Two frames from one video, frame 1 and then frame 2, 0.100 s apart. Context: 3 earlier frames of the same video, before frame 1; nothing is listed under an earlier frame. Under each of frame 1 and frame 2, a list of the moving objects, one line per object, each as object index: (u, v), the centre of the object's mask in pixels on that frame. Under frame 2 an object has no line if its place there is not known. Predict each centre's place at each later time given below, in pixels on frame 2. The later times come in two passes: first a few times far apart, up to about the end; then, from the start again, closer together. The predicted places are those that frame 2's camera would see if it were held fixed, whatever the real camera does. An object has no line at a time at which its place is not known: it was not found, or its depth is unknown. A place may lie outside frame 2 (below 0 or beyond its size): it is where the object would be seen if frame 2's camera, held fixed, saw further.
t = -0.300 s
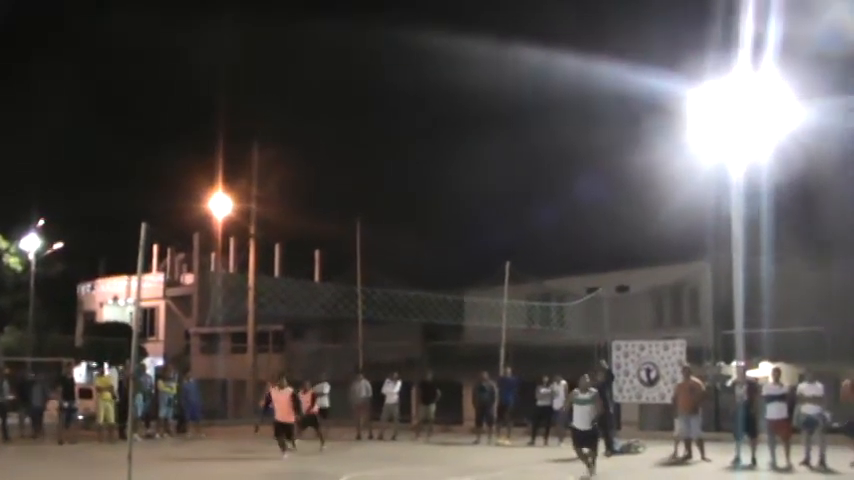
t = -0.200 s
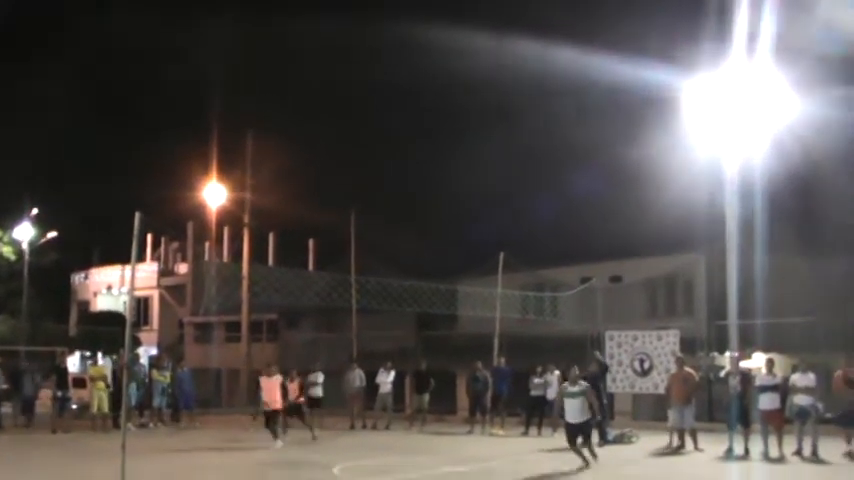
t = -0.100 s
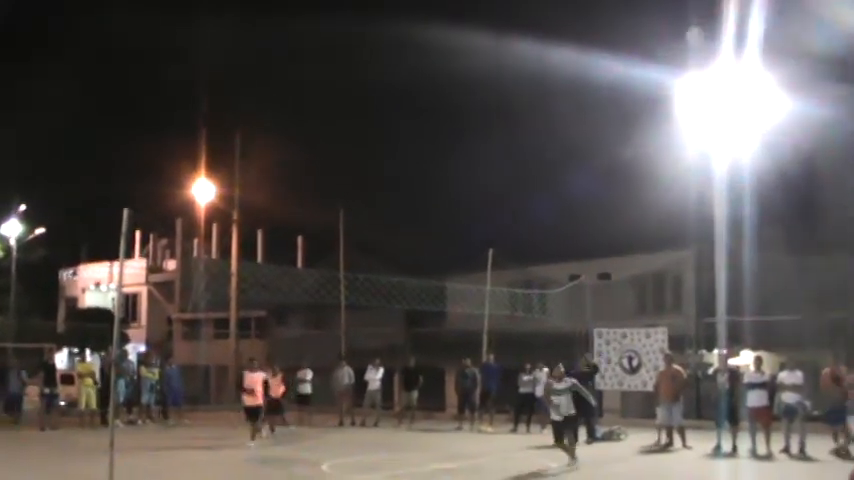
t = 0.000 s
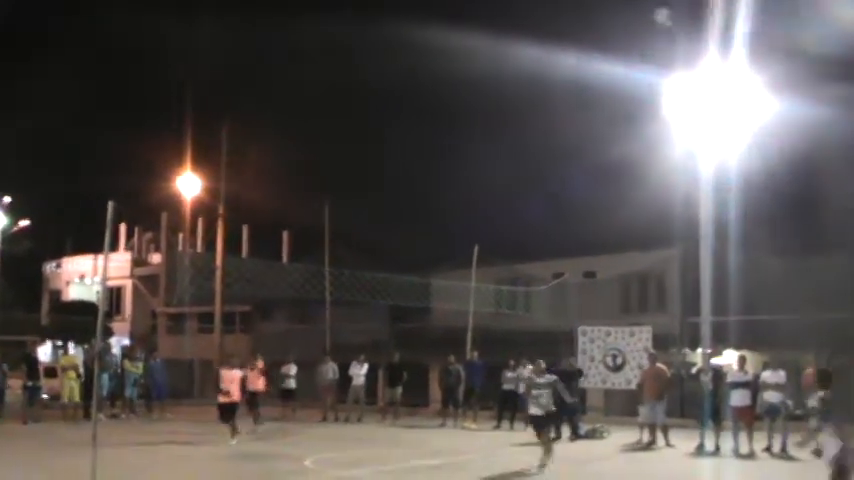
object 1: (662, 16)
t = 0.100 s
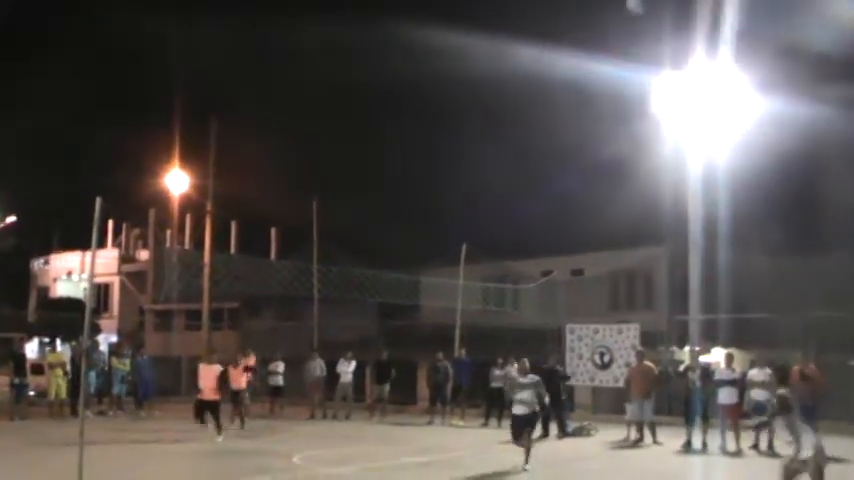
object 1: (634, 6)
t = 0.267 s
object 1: (607, 5)
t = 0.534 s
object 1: (567, 44)
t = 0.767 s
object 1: (531, 123)
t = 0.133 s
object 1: (629, 6)
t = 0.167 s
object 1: (624, 5)
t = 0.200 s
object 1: (618, 5)
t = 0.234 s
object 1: (613, 5)
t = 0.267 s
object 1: (607, 5)
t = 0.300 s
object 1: (602, 6)
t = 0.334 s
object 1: (597, 9)
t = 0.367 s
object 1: (591, 13)
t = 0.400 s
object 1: (587, 17)
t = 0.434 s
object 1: (582, 23)
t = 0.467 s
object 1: (577, 30)
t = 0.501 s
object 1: (572, 36)
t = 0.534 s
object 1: (567, 44)
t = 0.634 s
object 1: (552, 74)
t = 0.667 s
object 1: (547, 85)
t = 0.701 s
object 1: (542, 96)
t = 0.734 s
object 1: (537, 110)
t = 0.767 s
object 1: (531, 123)
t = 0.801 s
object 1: (527, 137)
